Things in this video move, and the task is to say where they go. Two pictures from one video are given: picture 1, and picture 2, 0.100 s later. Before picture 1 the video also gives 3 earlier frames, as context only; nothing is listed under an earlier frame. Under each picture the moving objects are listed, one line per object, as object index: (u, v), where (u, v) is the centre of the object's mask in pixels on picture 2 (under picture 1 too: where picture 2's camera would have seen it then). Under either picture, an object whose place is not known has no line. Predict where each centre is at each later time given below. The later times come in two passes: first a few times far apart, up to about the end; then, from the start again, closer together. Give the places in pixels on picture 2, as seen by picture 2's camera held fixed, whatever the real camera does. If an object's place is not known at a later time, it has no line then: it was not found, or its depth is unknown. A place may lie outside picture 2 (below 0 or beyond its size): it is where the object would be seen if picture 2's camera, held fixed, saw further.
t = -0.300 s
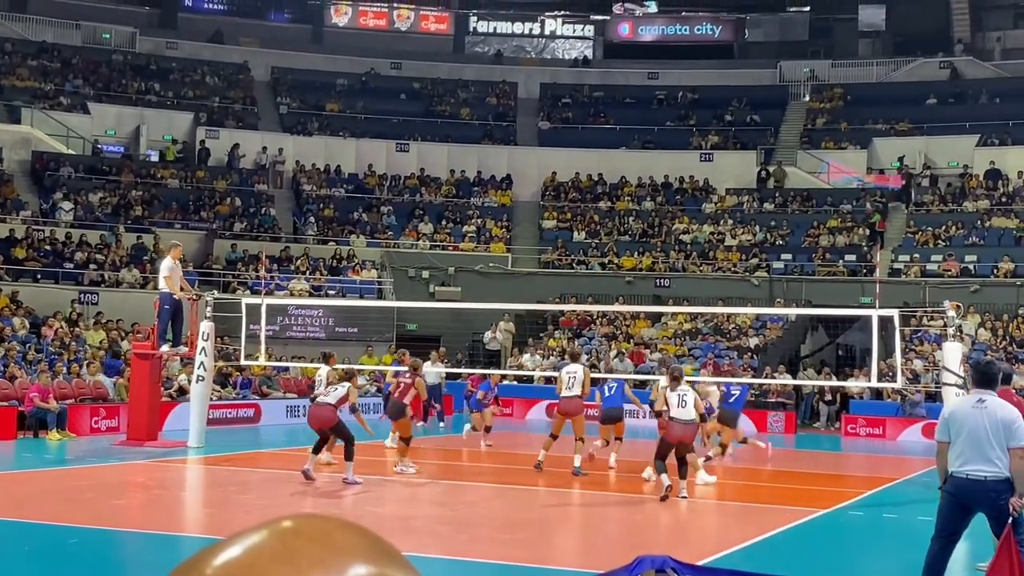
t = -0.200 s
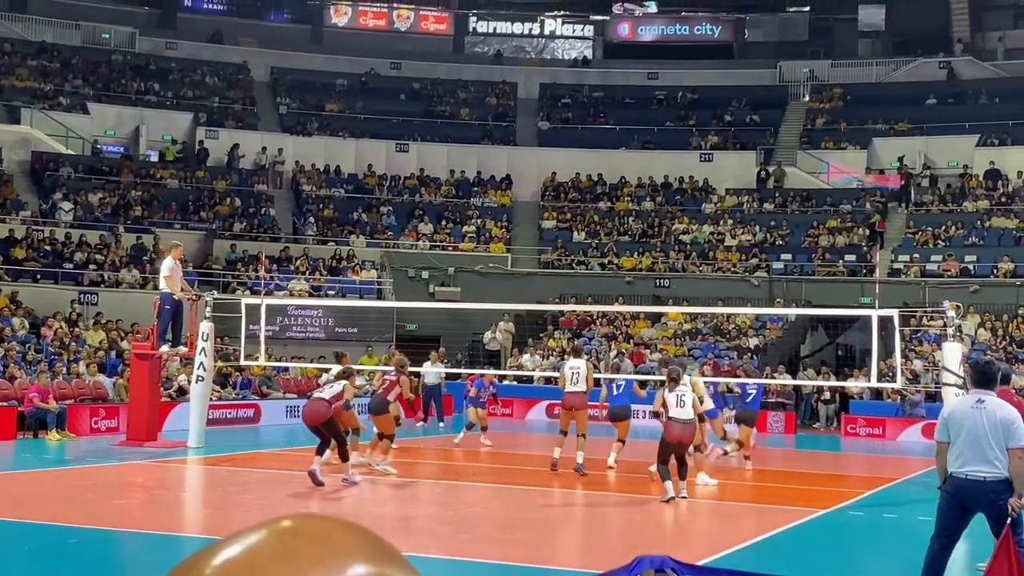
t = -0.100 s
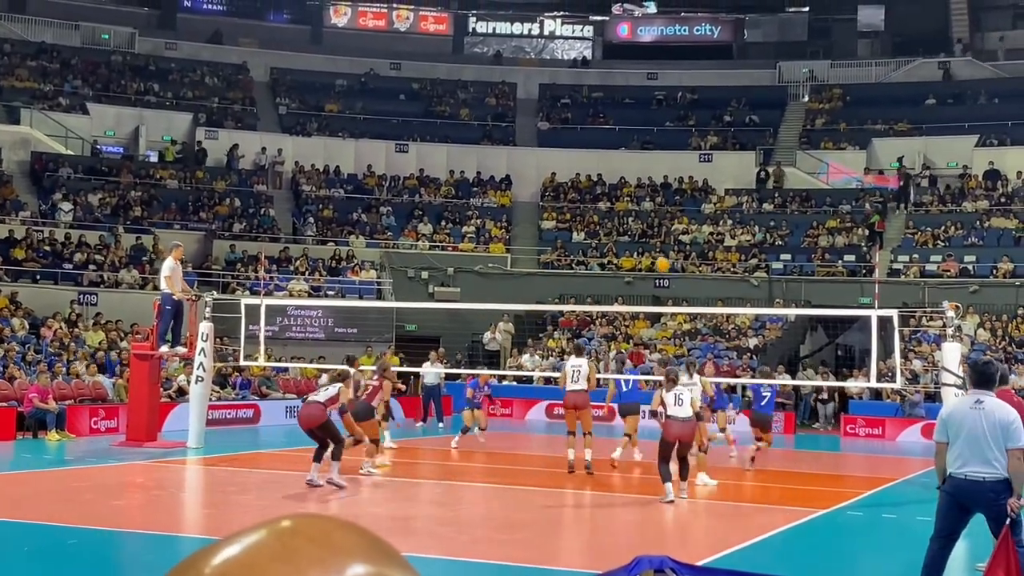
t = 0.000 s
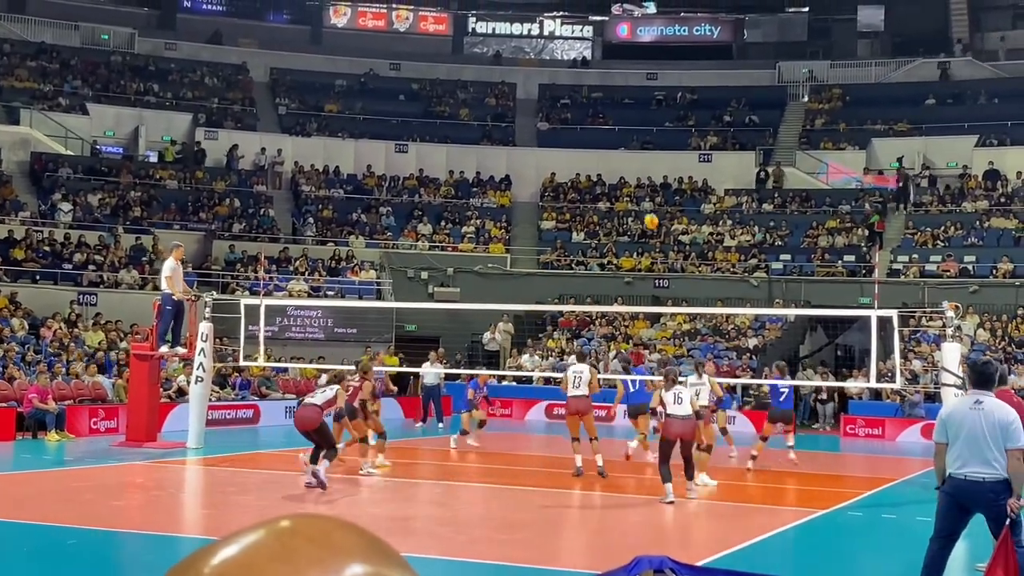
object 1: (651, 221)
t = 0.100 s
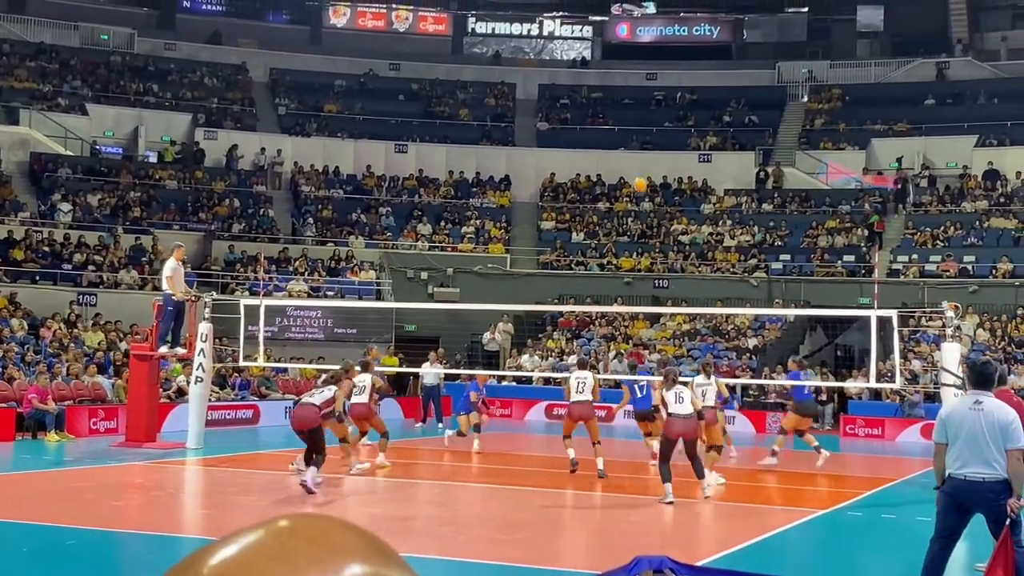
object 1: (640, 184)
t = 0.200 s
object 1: (629, 153)
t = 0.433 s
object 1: (604, 106)
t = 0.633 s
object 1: (583, 90)
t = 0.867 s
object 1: (557, 102)
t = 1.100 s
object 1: (530, 146)
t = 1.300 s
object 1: (507, 209)
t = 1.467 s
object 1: (487, 277)
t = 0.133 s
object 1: (636, 173)
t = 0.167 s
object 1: (633, 163)
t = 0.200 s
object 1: (629, 153)
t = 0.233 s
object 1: (625, 144)
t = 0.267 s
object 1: (622, 135)
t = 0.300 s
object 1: (618, 129)
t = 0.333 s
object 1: (615, 122)
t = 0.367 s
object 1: (611, 116)
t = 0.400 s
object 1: (607, 110)
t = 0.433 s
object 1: (604, 106)
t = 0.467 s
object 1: (600, 101)
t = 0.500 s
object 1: (597, 98)
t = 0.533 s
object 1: (593, 95)
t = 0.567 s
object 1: (590, 92)
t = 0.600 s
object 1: (586, 91)
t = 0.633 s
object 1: (583, 90)
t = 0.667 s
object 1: (579, 90)
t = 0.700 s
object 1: (575, 91)
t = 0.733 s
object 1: (572, 92)
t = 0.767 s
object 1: (568, 93)
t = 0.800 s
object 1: (564, 96)
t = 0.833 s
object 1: (561, 99)
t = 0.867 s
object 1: (557, 102)
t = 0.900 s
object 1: (553, 107)
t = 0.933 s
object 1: (549, 112)
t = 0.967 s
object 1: (546, 117)
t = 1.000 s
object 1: (542, 124)
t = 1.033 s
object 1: (538, 130)
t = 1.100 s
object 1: (530, 146)
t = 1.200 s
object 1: (520, 174)
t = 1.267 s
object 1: (511, 197)
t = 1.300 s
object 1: (507, 209)
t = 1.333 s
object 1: (503, 221)
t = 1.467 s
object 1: (487, 277)
